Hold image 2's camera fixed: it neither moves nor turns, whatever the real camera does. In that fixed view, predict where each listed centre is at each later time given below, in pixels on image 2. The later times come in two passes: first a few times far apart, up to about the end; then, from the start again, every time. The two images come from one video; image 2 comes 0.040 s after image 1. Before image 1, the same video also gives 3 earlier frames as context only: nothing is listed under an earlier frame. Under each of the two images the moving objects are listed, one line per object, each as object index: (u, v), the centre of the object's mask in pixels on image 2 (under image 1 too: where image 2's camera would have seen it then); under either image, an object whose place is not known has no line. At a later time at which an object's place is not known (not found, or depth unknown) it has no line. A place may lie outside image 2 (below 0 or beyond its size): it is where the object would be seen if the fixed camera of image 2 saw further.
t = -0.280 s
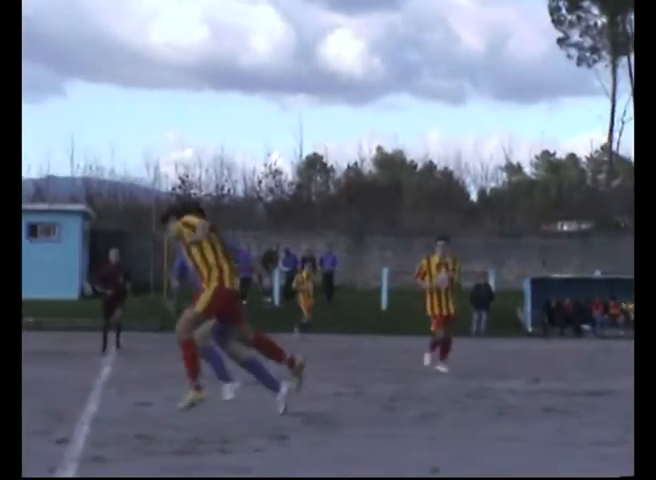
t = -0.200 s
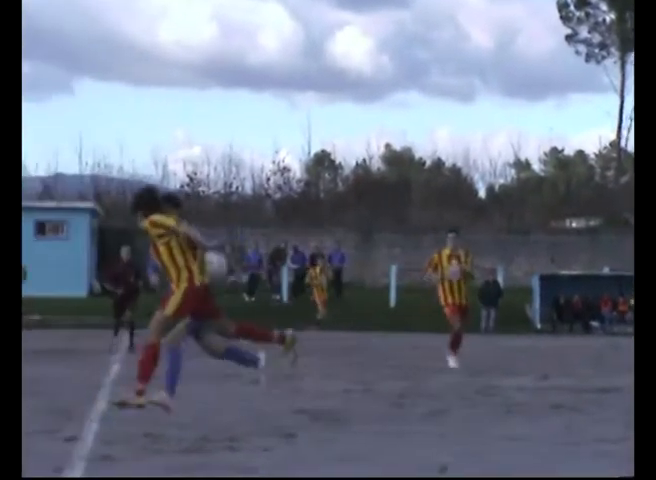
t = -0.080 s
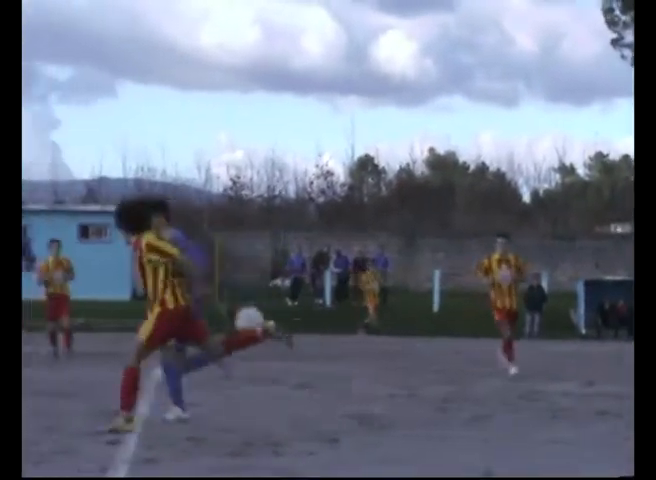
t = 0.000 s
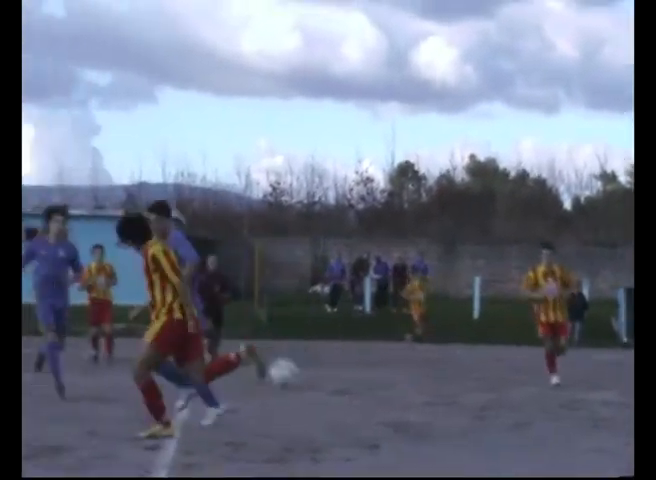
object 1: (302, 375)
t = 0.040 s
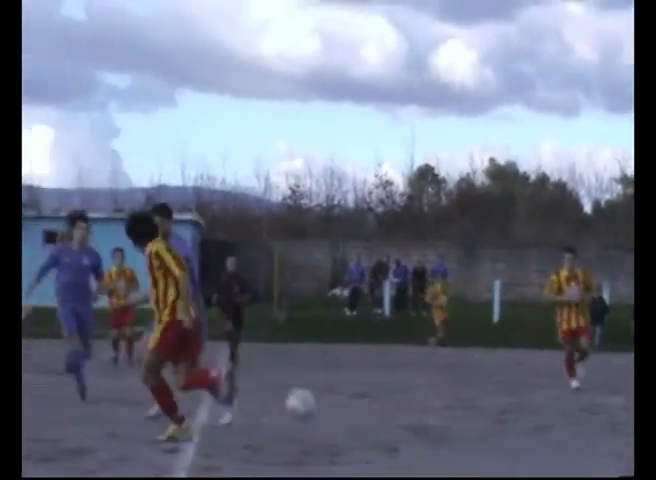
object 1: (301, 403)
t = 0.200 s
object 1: (330, 374)
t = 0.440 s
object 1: (396, 326)
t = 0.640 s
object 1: (449, 345)
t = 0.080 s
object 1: (299, 428)
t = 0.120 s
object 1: (309, 408)
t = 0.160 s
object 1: (320, 389)
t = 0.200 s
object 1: (330, 374)
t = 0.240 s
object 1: (341, 361)
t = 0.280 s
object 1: (352, 349)
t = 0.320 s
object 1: (362, 339)
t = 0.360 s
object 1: (374, 331)
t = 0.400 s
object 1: (384, 327)
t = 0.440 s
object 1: (396, 326)
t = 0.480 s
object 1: (406, 326)
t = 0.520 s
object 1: (417, 327)
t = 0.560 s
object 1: (427, 330)
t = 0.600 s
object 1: (438, 336)
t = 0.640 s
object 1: (449, 345)
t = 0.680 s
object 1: (458, 356)
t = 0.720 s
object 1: (470, 370)
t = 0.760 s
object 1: (482, 389)
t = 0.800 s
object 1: (493, 408)
